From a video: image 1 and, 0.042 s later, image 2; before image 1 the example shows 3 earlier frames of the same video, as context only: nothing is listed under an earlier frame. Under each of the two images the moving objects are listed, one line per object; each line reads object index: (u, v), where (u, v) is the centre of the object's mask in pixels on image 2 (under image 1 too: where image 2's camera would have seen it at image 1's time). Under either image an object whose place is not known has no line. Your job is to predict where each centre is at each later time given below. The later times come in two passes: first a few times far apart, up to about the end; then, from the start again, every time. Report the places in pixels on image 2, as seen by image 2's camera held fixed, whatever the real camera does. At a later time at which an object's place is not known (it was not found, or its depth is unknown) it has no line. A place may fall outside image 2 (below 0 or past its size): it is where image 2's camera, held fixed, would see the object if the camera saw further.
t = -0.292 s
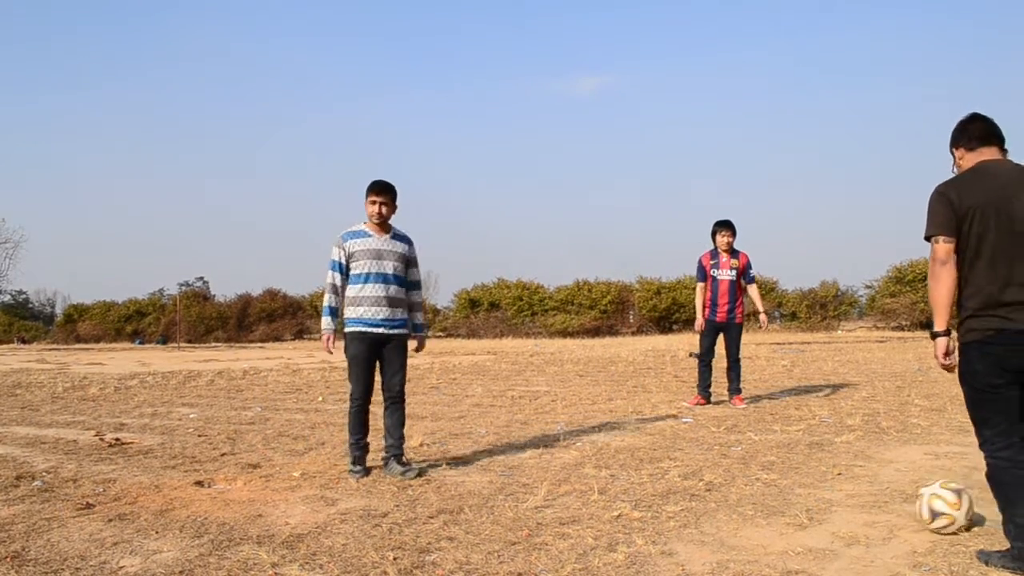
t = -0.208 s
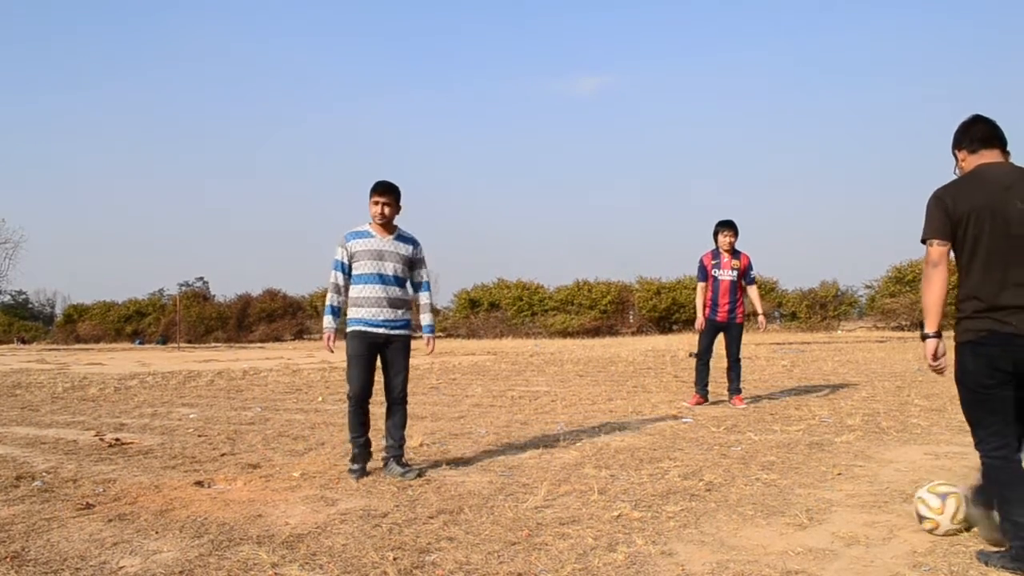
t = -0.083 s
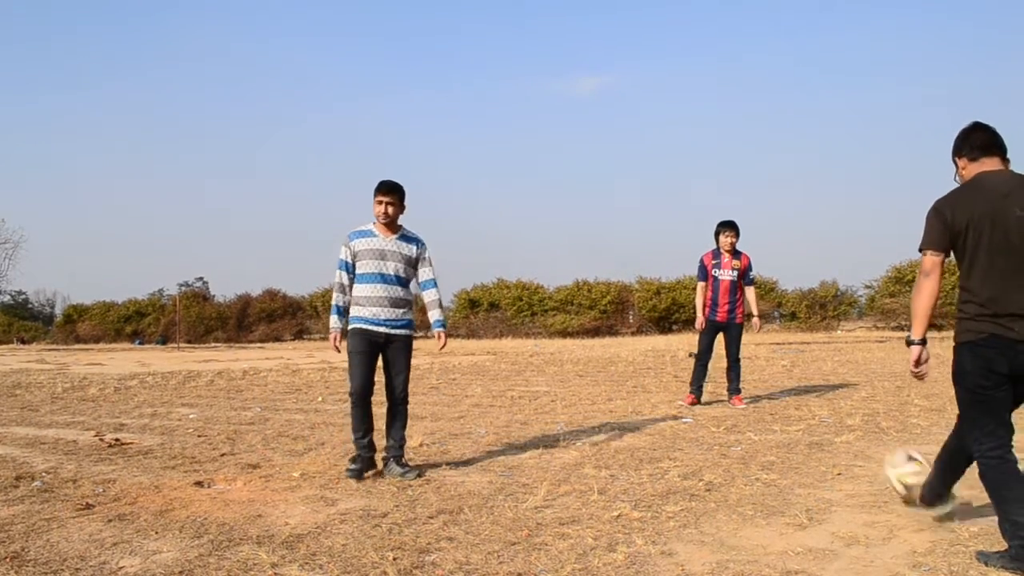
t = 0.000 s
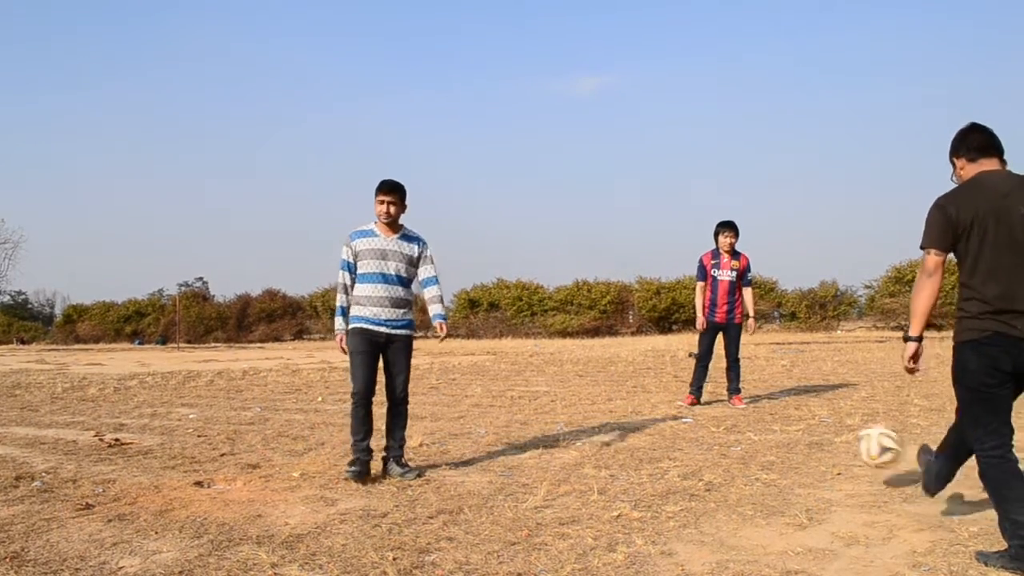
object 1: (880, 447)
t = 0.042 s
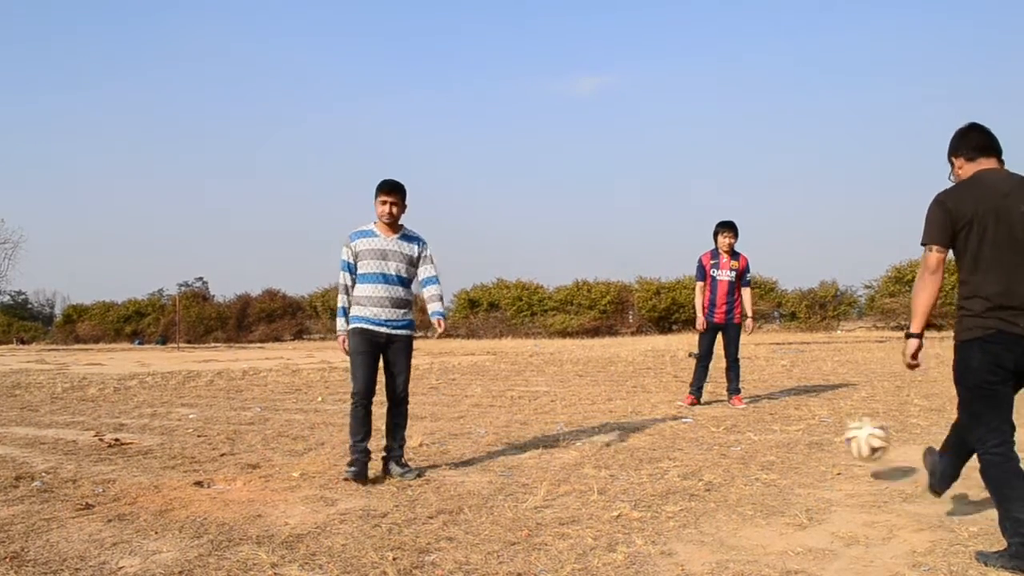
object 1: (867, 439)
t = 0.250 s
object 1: (822, 433)
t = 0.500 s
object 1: (791, 426)
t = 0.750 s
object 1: (766, 417)
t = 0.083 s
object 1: (855, 436)
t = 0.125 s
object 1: (845, 438)
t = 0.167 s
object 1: (836, 441)
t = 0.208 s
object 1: (827, 443)
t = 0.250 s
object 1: (822, 433)
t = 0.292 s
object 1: (816, 425)
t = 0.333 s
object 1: (810, 419)
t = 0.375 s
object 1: (805, 416)
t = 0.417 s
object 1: (800, 417)
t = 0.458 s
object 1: (795, 420)
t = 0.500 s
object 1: (791, 426)
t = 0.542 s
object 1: (786, 434)
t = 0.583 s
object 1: (782, 428)
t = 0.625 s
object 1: (778, 421)
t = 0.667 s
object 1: (774, 417)
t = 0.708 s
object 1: (769, 416)
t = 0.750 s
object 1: (766, 417)
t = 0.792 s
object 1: (763, 422)
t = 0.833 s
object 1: (759, 422)
